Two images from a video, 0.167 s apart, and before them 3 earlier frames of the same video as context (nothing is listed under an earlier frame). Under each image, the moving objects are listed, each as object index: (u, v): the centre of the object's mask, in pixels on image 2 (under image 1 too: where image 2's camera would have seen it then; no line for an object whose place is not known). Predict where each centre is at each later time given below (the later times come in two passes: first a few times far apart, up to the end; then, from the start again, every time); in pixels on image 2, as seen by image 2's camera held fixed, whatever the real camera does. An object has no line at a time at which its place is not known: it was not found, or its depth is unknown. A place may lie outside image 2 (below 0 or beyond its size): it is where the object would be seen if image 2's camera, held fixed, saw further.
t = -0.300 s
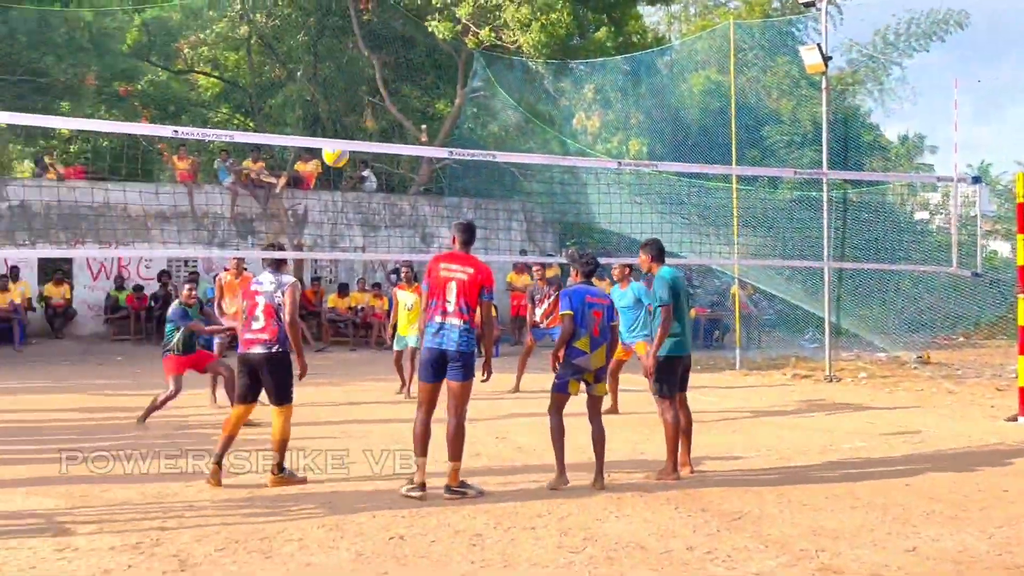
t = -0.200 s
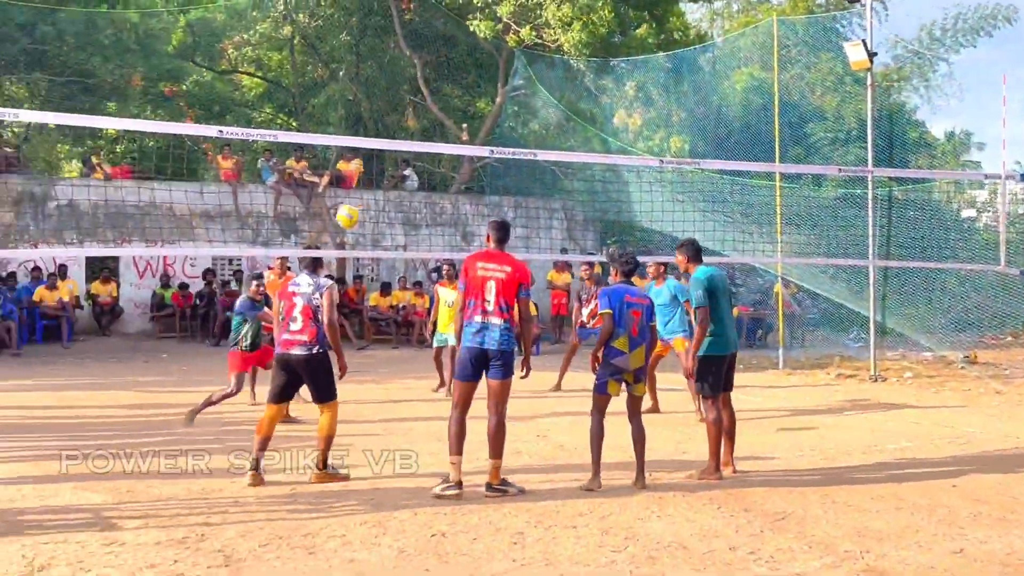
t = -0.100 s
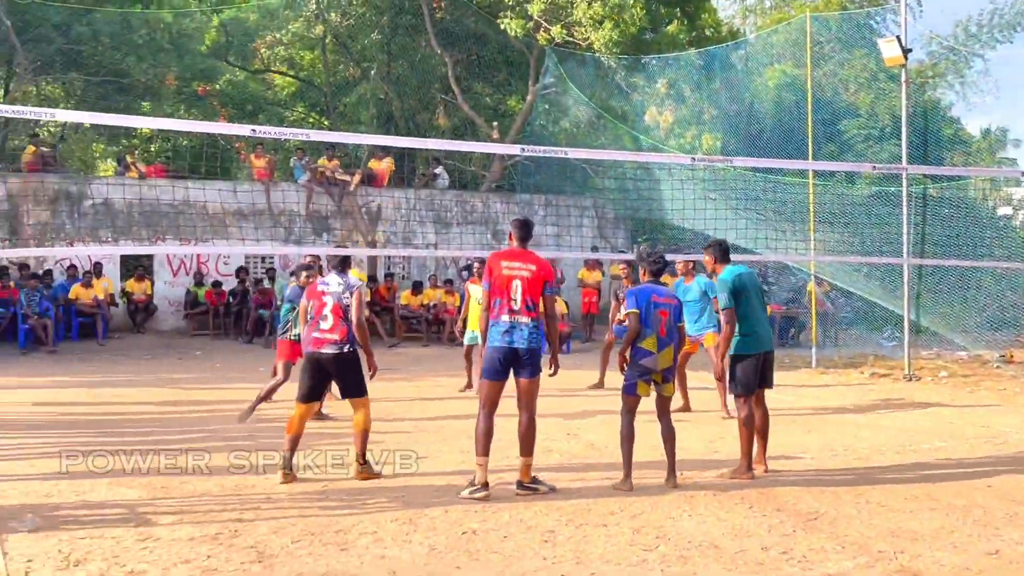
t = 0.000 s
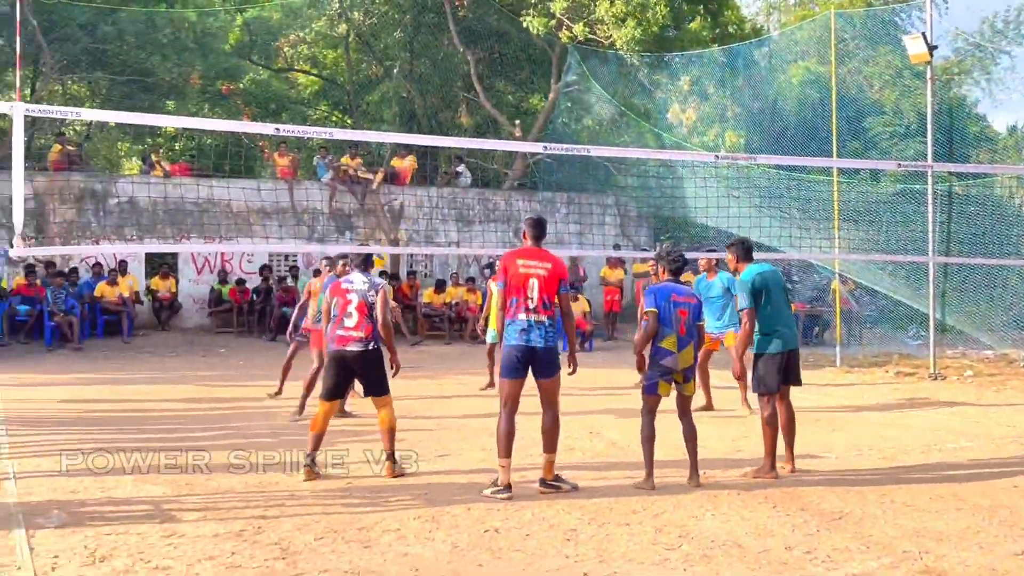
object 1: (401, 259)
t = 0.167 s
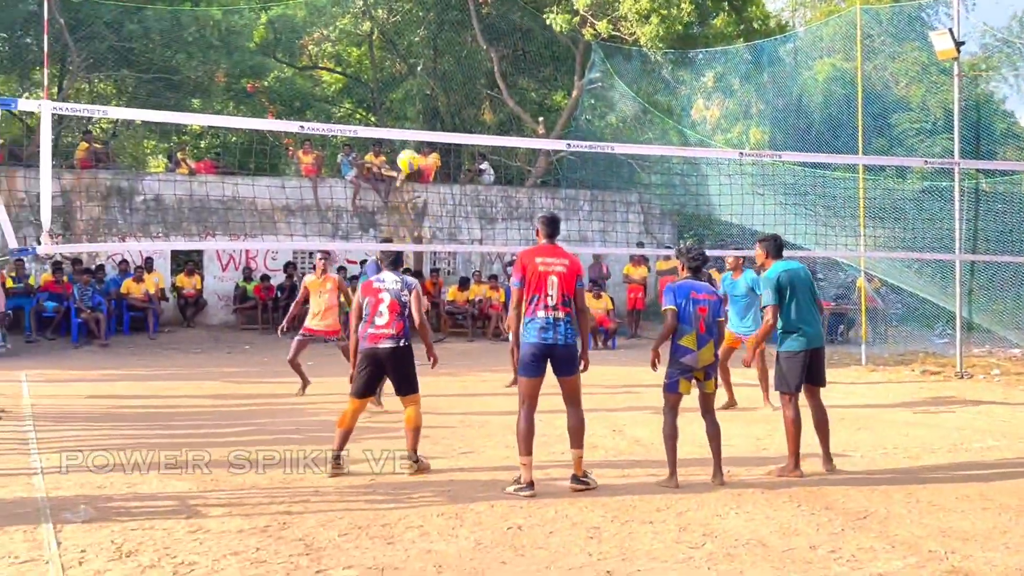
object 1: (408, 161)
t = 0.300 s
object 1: (417, 106)
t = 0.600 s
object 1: (434, 47)
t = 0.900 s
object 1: (450, 83)
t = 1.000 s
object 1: (453, 116)
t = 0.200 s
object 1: (411, 148)
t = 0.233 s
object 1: (413, 126)
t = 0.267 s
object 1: (415, 118)
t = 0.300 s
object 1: (417, 106)
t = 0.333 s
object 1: (420, 95)
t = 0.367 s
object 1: (421, 85)
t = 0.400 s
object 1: (423, 76)
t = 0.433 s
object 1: (425, 69)
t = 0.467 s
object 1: (428, 62)
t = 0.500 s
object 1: (429, 57)
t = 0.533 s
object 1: (431, 52)
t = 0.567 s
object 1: (433, 49)
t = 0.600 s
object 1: (434, 47)
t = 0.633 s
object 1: (436, 46)
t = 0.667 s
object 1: (438, 47)
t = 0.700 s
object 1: (440, 48)
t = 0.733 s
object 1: (442, 51)
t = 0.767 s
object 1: (443, 55)
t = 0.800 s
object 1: (445, 60)
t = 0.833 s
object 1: (446, 66)
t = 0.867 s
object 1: (448, 74)
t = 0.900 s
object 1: (450, 83)
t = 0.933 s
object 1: (451, 93)
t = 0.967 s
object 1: (452, 104)
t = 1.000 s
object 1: (453, 116)
